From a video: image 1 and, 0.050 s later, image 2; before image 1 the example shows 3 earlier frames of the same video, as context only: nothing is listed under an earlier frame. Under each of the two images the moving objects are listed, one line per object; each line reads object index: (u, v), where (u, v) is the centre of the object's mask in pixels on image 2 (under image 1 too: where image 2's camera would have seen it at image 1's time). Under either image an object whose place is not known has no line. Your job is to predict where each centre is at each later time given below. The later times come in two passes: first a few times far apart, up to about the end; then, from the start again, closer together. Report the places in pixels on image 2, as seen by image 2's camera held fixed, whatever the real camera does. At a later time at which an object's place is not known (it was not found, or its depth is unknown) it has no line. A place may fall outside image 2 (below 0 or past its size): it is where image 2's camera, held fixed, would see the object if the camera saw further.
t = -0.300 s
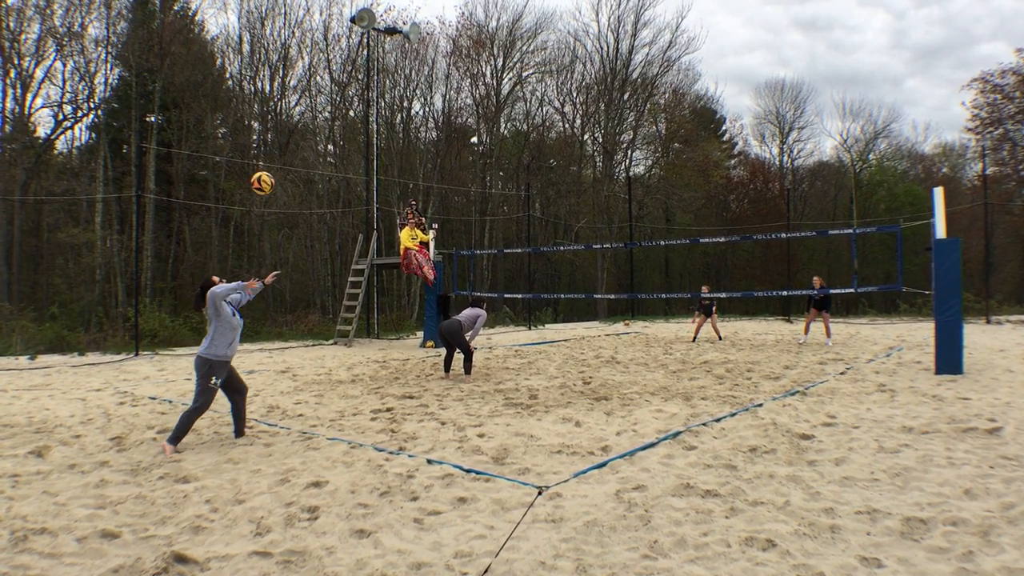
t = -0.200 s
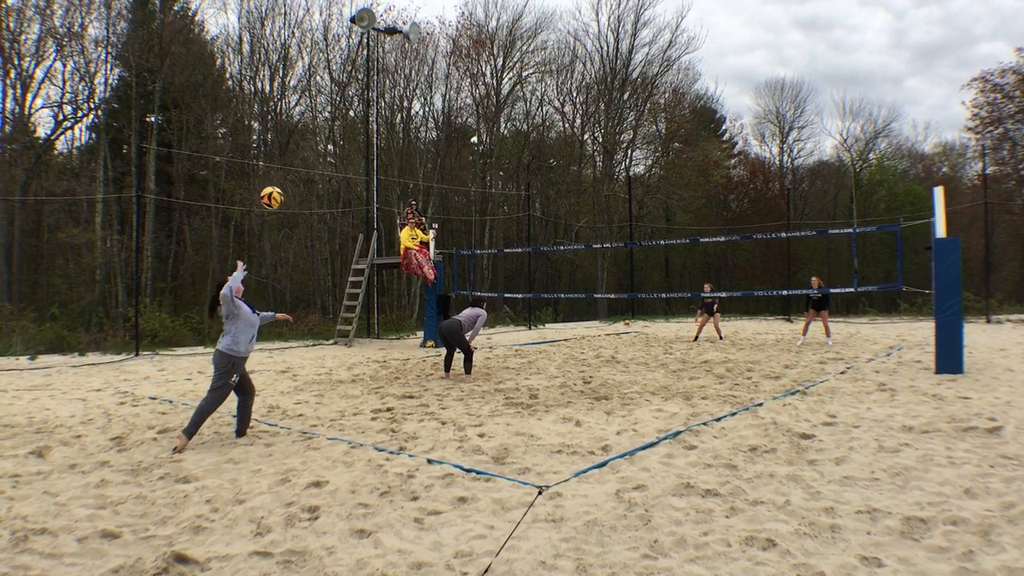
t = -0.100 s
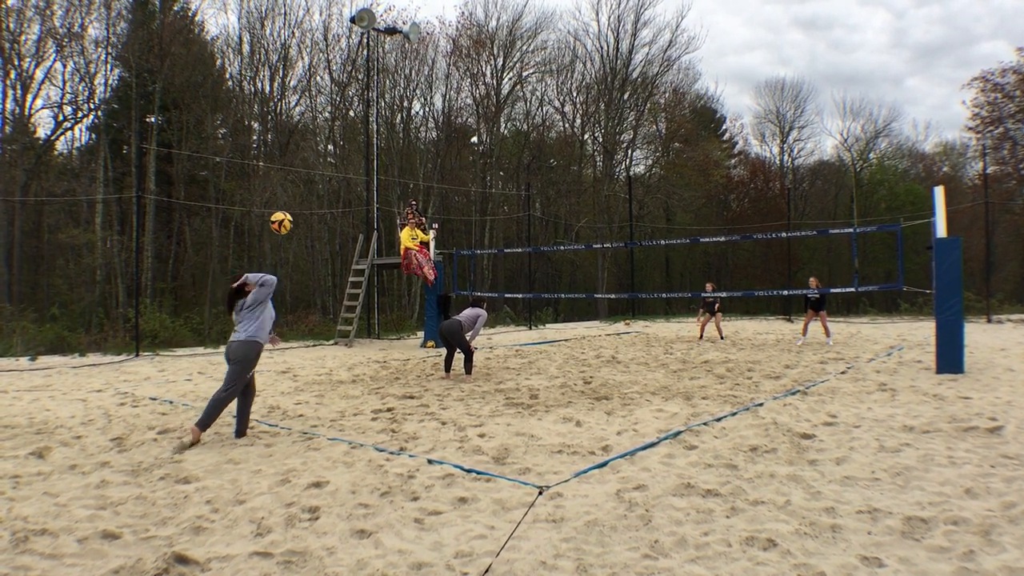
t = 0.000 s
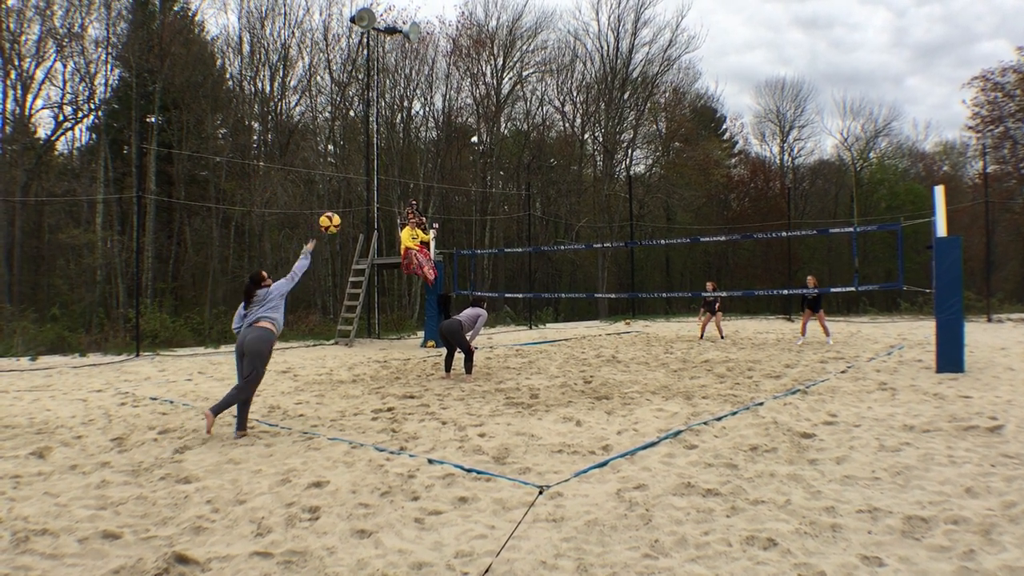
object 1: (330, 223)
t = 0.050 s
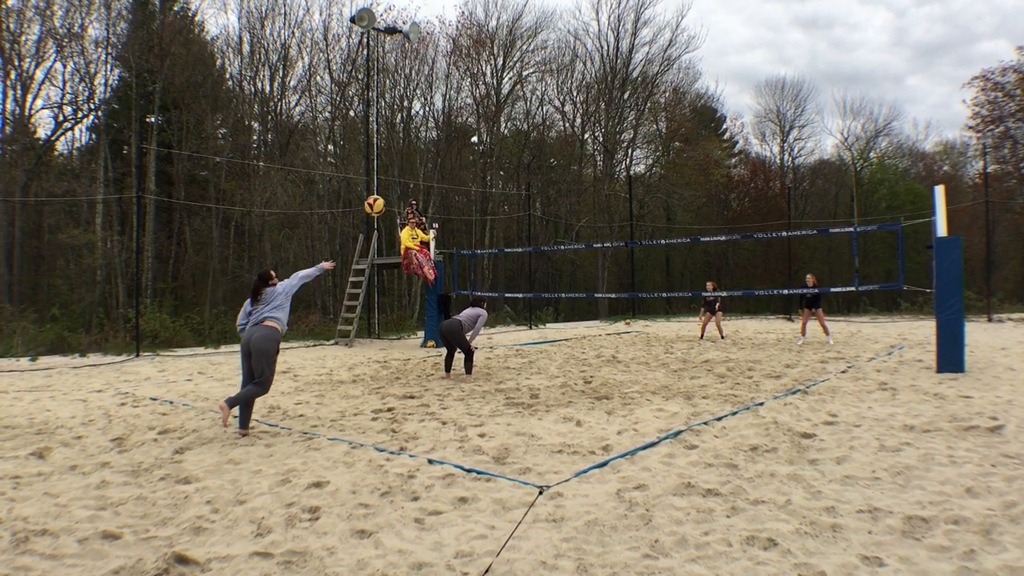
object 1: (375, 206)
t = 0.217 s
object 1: (498, 172)
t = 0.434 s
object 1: (615, 168)
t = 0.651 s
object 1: (699, 191)
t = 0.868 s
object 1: (761, 230)
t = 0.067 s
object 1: (388, 201)
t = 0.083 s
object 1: (402, 195)
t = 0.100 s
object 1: (416, 192)
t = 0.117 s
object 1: (429, 188)
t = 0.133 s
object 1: (441, 185)
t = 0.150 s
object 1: (453, 181)
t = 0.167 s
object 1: (465, 179)
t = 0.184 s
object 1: (476, 176)
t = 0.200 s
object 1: (488, 174)
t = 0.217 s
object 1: (498, 172)
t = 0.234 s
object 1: (509, 171)
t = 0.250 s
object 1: (519, 170)
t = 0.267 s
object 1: (529, 169)
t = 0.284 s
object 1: (539, 167)
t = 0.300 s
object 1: (548, 167)
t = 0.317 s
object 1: (557, 166)
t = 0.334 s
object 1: (566, 166)
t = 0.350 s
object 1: (575, 165)
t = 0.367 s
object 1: (583, 166)
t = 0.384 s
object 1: (591, 166)
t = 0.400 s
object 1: (600, 166)
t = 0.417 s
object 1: (608, 167)
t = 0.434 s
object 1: (615, 168)
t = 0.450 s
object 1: (621, 169)
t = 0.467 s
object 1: (629, 170)
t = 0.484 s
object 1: (637, 171)
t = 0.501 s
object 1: (643, 172)
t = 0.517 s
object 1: (650, 174)
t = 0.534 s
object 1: (656, 175)
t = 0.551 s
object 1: (663, 178)
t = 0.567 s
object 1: (670, 180)
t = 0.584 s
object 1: (675, 182)
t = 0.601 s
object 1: (681, 184)
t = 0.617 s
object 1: (687, 186)
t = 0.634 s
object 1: (693, 189)
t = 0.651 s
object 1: (699, 191)
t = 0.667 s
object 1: (704, 194)
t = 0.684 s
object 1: (709, 197)
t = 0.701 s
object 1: (714, 199)
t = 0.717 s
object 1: (719, 202)
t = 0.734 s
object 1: (724, 205)
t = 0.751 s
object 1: (729, 208)
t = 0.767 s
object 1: (734, 212)
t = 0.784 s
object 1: (739, 214)
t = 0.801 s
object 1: (743, 217)
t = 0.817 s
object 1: (748, 221)
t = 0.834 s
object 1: (752, 225)
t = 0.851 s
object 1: (756, 228)
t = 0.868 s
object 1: (761, 230)
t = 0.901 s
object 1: (769, 241)
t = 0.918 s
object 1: (773, 243)
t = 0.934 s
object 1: (777, 247)
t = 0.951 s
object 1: (781, 251)
